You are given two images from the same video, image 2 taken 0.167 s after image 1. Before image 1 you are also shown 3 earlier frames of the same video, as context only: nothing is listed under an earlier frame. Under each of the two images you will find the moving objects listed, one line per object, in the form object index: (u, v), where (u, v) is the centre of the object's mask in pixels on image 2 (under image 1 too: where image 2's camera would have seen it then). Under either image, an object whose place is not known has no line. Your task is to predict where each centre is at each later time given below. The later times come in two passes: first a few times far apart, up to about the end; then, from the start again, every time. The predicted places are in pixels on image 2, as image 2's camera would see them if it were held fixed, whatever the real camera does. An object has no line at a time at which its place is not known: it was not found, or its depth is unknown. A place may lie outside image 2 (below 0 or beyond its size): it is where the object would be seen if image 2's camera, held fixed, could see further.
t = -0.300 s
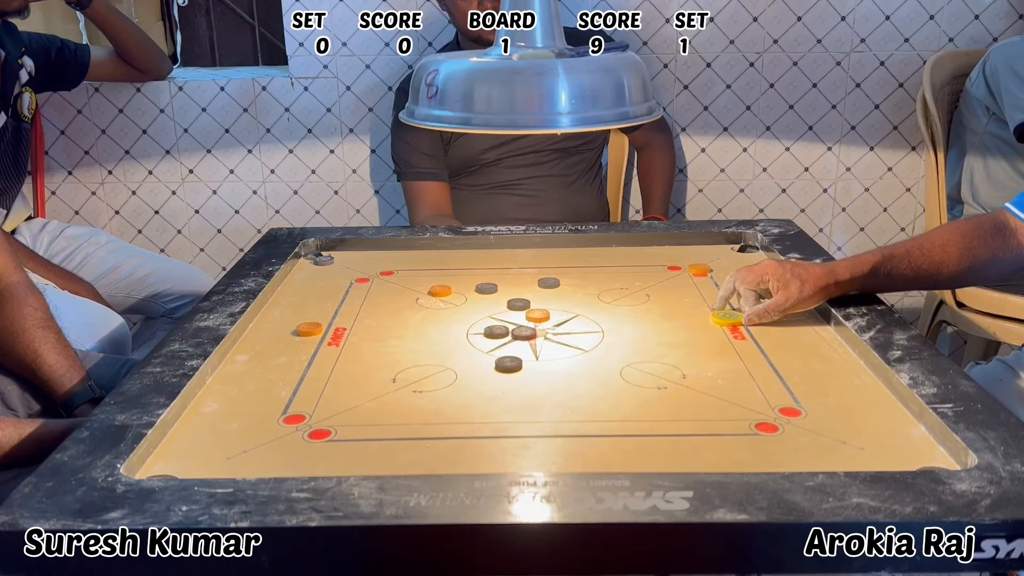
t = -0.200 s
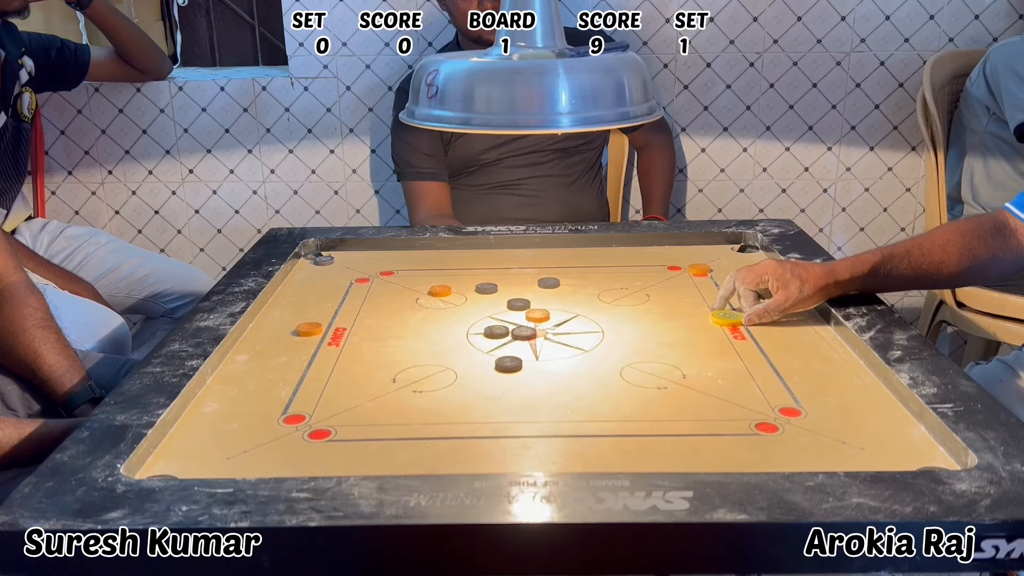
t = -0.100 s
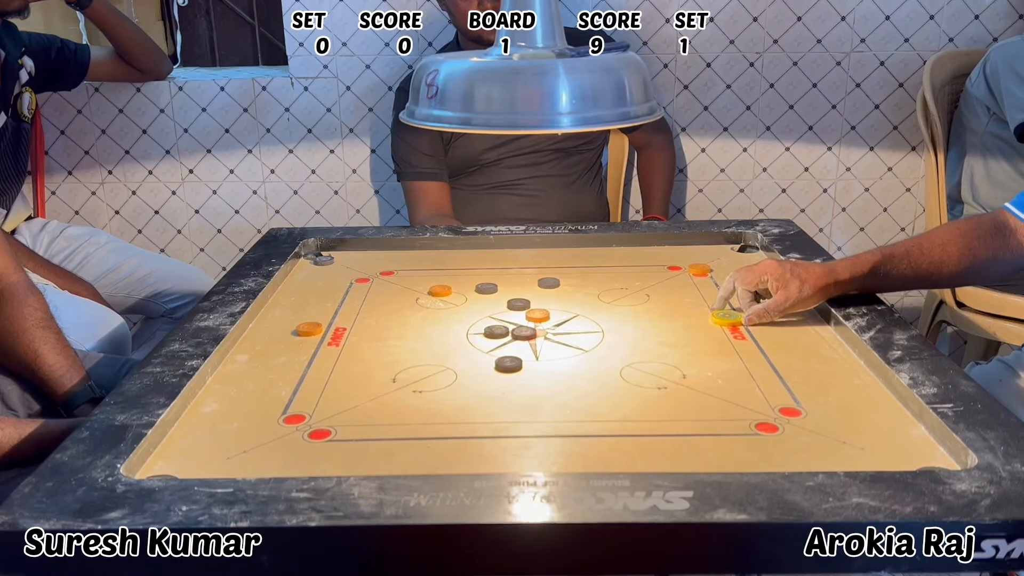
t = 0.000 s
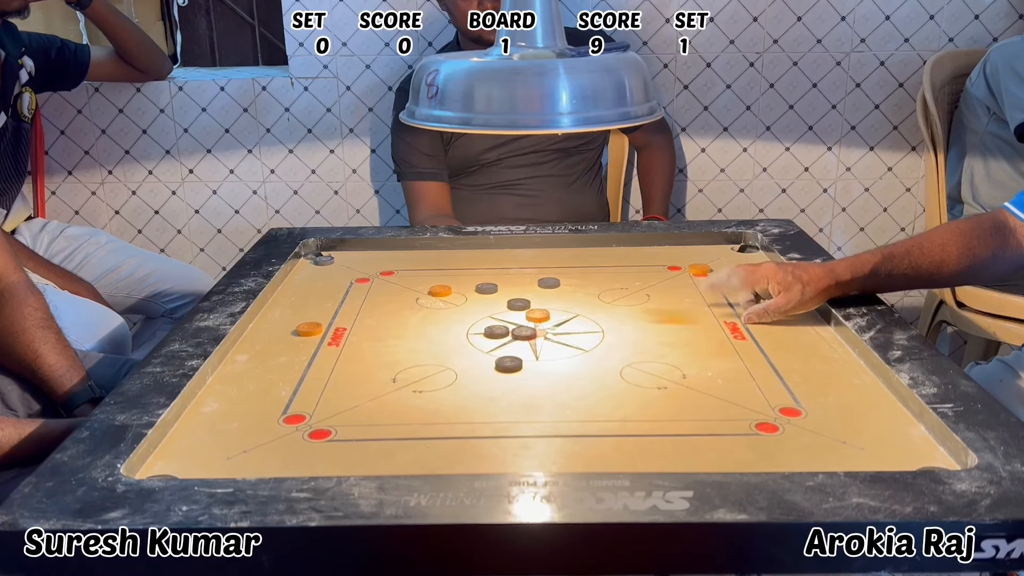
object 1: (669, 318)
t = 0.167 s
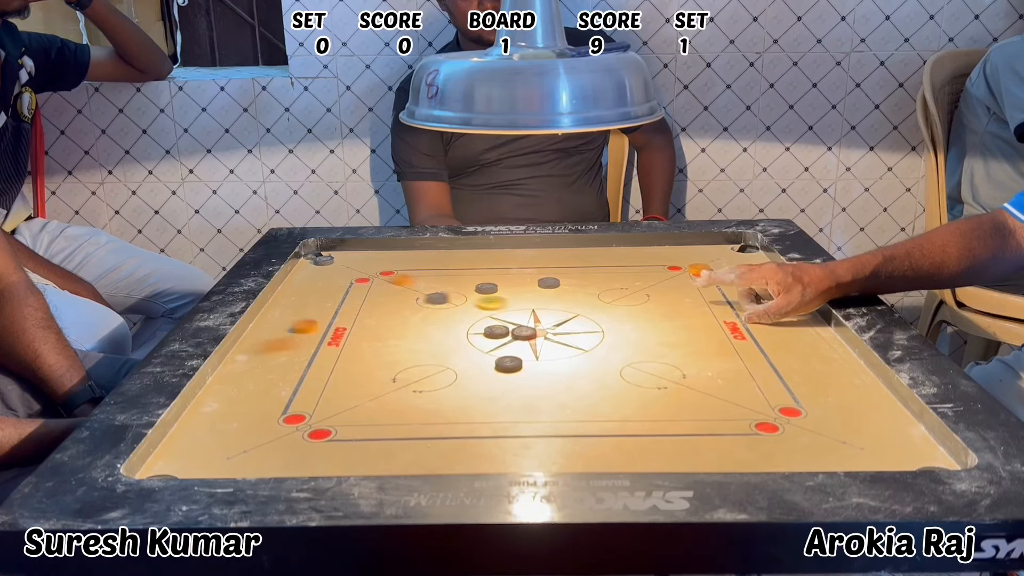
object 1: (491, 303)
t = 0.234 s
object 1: (460, 299)
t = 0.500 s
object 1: (376, 289)
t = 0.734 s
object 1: (341, 286)
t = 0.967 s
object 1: (333, 285)
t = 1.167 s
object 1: (333, 285)
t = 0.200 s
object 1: (475, 301)
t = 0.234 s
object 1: (460, 299)
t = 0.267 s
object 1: (446, 298)
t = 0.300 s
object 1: (434, 296)
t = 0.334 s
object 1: (422, 295)
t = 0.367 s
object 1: (410, 294)
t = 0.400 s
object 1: (401, 293)
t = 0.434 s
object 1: (392, 292)
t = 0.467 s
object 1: (383, 290)
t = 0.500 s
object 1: (376, 289)
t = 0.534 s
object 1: (369, 289)
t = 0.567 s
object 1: (362, 288)
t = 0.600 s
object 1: (356, 288)
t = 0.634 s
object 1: (352, 287)
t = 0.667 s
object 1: (348, 287)
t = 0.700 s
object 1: (345, 286)
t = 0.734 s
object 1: (341, 286)
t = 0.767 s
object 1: (338, 285)
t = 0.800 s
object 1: (337, 285)
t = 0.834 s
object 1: (335, 285)
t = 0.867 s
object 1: (334, 285)
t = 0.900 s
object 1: (333, 285)
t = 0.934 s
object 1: (333, 285)
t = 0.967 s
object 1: (333, 285)
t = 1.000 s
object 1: (332, 285)
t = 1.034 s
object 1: (332, 285)
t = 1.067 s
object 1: (332, 285)
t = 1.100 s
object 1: (332, 285)
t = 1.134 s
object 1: (333, 285)
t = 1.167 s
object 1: (333, 285)
